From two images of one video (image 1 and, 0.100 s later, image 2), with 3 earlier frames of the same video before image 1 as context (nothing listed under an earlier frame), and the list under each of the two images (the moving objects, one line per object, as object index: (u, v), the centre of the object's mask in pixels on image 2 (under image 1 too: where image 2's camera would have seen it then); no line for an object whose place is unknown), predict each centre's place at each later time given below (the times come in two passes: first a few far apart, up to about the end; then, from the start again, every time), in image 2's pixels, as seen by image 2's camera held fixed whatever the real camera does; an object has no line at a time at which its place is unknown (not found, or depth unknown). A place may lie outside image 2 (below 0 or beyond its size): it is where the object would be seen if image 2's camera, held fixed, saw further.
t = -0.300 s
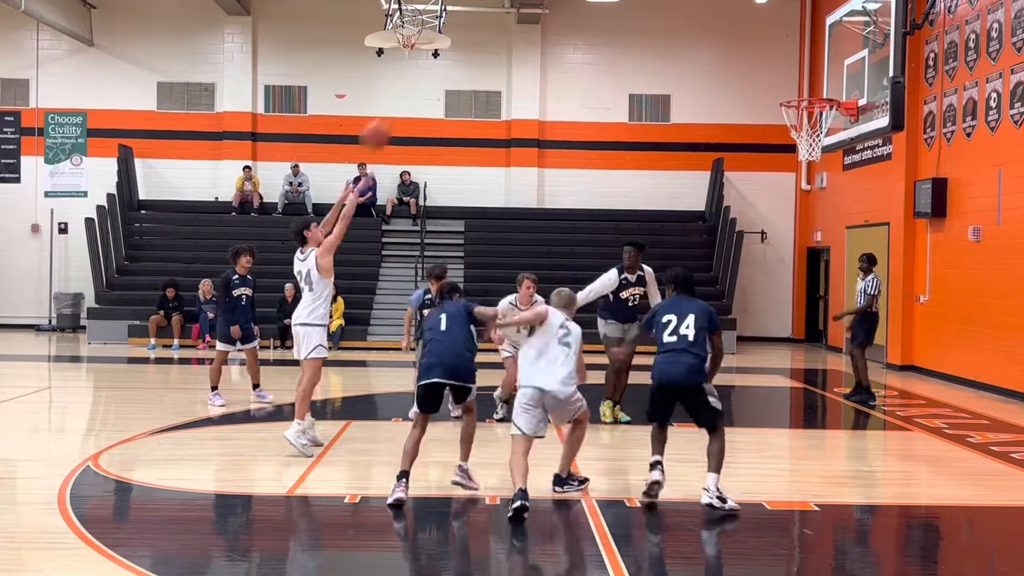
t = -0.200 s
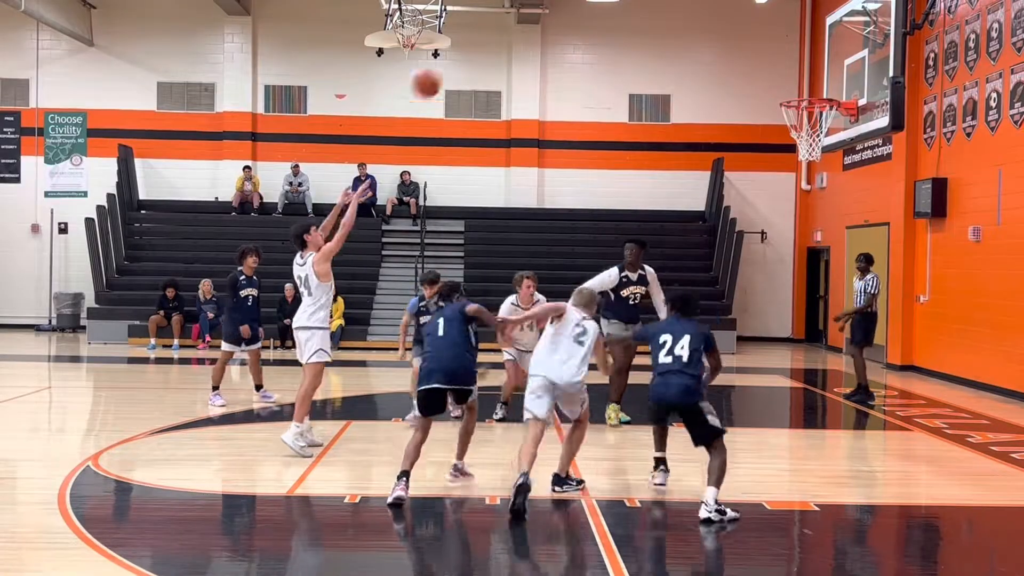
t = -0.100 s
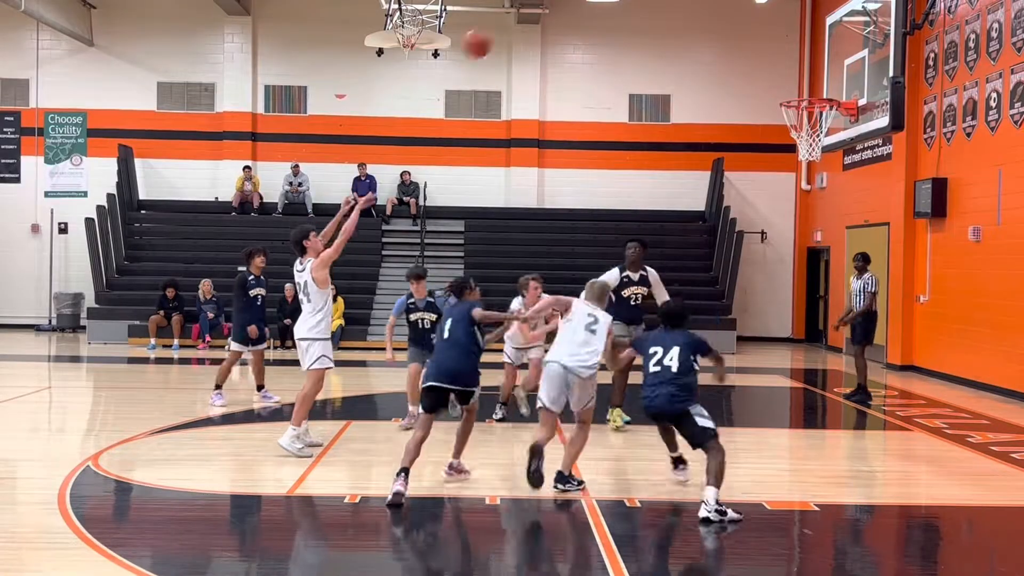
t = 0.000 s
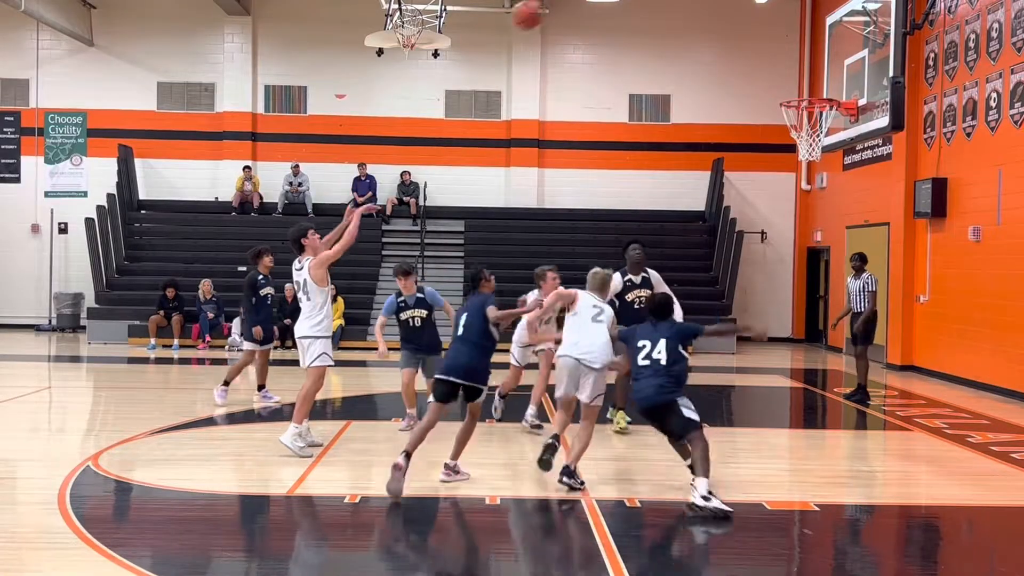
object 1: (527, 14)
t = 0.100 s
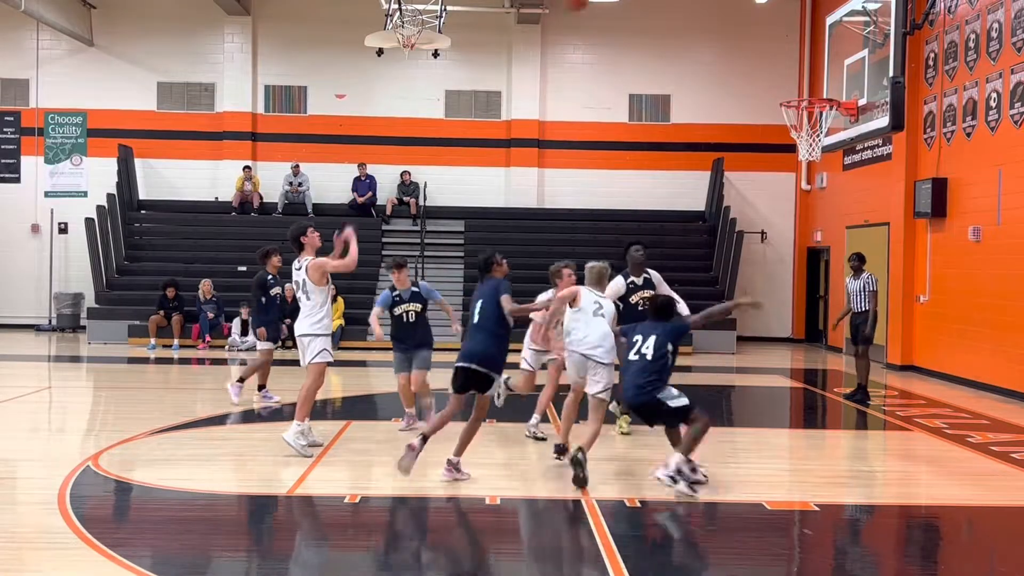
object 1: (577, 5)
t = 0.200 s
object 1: (623, 2)
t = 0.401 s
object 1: (719, 13)
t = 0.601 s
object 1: (810, 79)
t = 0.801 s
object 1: (737, 85)
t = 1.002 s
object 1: (630, 112)
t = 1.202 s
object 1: (525, 182)
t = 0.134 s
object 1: (591, 4)
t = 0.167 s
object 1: (607, 2)
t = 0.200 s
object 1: (623, 2)
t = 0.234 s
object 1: (639, 2)
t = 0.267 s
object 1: (656, 3)
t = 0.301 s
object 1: (671, 5)
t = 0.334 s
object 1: (687, 6)
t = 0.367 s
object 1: (702, 9)
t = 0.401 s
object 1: (719, 13)
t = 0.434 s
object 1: (733, 20)
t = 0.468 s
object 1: (748, 29)
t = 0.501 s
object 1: (764, 40)
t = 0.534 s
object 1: (779, 52)
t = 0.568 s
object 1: (794, 65)
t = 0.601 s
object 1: (810, 79)
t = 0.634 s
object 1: (825, 91)
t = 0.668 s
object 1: (810, 88)
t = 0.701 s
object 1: (790, 88)
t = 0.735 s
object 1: (773, 86)
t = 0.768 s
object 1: (755, 84)
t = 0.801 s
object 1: (737, 85)
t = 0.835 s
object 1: (719, 86)
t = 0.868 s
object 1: (702, 88)
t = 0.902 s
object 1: (684, 92)
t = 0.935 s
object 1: (666, 97)
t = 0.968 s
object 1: (647, 104)
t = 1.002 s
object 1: (630, 112)
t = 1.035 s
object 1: (612, 120)
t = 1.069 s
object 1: (595, 130)
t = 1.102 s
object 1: (577, 140)
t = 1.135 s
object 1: (560, 153)
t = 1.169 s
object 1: (542, 166)
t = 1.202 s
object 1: (525, 182)
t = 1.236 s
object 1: (508, 197)
